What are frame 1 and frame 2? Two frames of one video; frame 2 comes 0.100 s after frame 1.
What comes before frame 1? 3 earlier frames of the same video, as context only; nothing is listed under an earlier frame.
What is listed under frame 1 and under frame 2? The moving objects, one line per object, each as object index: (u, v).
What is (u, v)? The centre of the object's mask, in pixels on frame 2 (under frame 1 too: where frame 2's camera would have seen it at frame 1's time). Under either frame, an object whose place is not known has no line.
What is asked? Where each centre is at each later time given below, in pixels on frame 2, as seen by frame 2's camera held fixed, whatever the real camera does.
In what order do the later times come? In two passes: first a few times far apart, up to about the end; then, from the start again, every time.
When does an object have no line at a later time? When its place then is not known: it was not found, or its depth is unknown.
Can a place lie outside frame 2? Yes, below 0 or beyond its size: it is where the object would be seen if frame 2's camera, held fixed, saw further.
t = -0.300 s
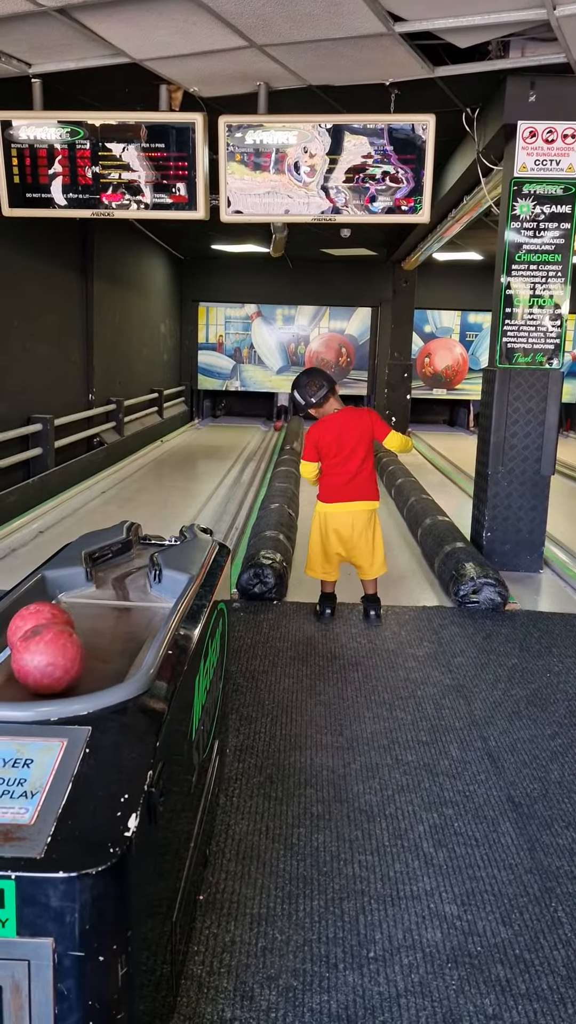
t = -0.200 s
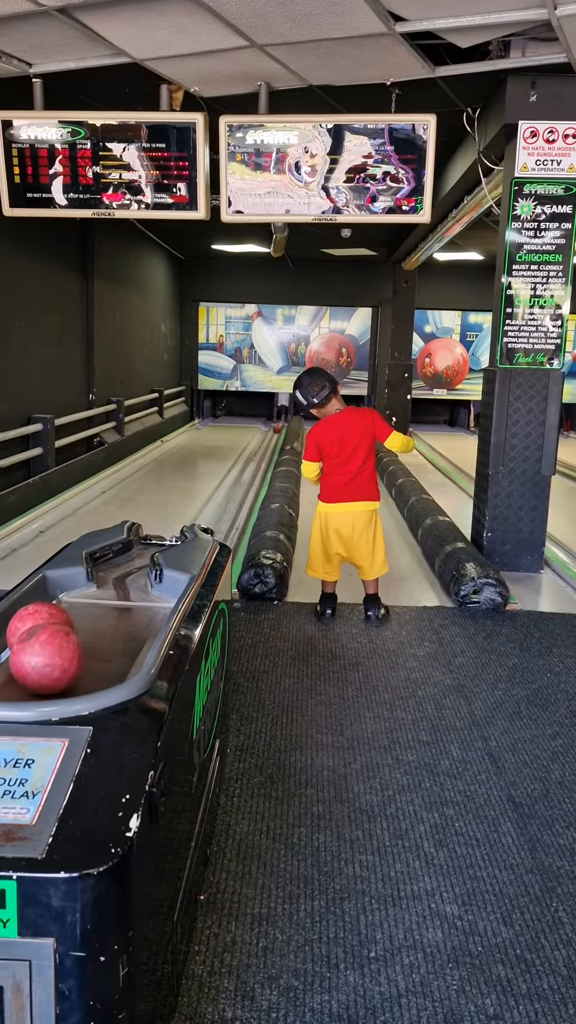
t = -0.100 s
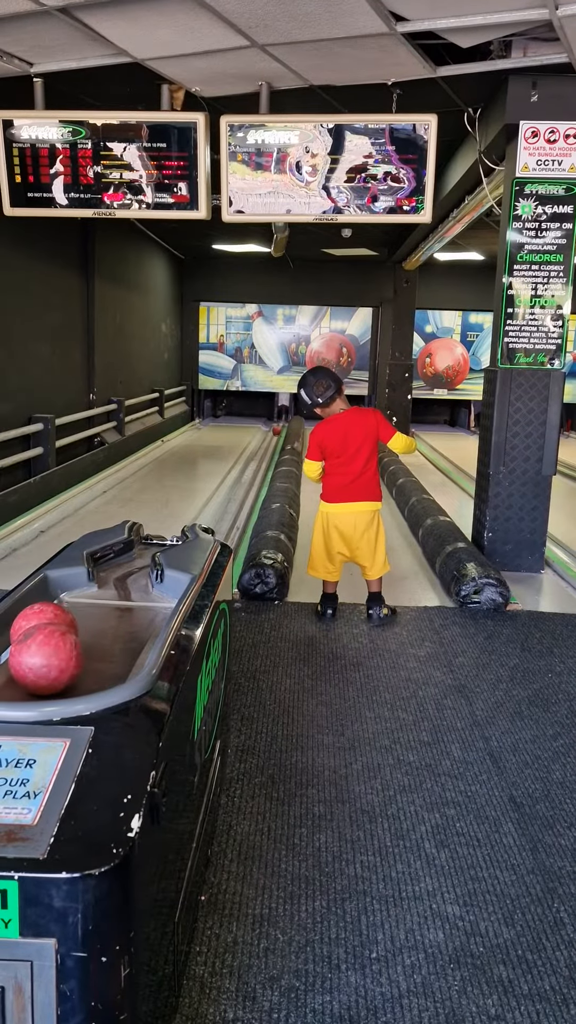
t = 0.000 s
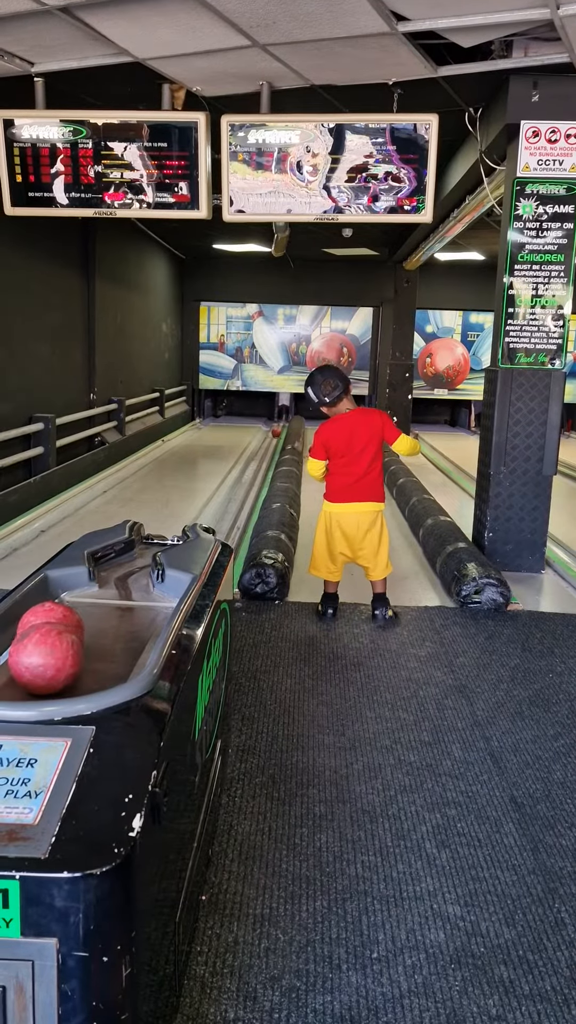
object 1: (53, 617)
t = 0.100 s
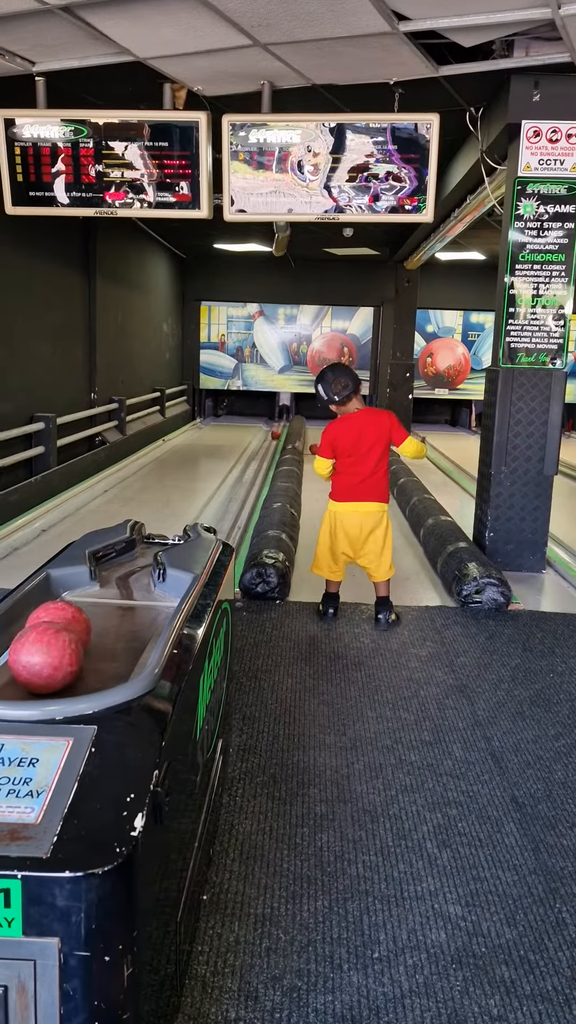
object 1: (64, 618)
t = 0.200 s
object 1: (70, 620)
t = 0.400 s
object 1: (78, 623)
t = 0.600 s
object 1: (84, 626)
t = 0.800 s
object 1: (87, 627)
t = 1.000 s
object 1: (89, 629)
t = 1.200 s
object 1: (91, 629)
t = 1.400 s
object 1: (91, 629)
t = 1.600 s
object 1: (90, 630)
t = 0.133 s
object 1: (66, 619)
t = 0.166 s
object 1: (69, 620)
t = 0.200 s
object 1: (70, 620)
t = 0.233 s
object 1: (72, 621)
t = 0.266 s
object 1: (73, 621)
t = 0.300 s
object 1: (75, 622)
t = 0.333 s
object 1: (76, 622)
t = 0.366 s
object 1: (78, 623)
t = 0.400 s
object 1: (78, 623)
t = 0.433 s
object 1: (80, 623)
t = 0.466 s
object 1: (80, 623)
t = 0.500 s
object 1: (81, 624)
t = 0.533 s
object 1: (82, 624)
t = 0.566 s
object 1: (83, 625)
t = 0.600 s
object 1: (84, 626)
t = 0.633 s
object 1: (84, 626)
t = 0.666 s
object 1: (85, 626)
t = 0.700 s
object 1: (85, 626)
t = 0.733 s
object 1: (86, 626)
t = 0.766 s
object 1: (86, 627)
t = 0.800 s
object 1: (87, 627)
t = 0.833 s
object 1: (87, 627)
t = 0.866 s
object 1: (88, 628)
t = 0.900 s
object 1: (88, 628)
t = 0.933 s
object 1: (88, 628)
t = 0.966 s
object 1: (89, 628)
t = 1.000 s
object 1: (89, 629)
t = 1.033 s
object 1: (89, 629)
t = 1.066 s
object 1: (90, 629)
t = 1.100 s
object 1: (90, 629)
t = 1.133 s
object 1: (90, 629)
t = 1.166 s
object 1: (91, 629)
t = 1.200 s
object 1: (91, 629)
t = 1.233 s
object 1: (91, 629)
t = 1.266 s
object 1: (91, 629)
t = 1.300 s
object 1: (91, 629)
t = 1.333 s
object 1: (91, 629)
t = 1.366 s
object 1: (91, 629)
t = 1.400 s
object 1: (91, 629)
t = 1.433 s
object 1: (91, 629)
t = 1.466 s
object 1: (91, 629)
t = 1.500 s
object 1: (91, 629)
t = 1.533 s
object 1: (91, 629)
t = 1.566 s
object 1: (91, 629)
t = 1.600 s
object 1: (90, 630)
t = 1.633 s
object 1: (90, 630)
